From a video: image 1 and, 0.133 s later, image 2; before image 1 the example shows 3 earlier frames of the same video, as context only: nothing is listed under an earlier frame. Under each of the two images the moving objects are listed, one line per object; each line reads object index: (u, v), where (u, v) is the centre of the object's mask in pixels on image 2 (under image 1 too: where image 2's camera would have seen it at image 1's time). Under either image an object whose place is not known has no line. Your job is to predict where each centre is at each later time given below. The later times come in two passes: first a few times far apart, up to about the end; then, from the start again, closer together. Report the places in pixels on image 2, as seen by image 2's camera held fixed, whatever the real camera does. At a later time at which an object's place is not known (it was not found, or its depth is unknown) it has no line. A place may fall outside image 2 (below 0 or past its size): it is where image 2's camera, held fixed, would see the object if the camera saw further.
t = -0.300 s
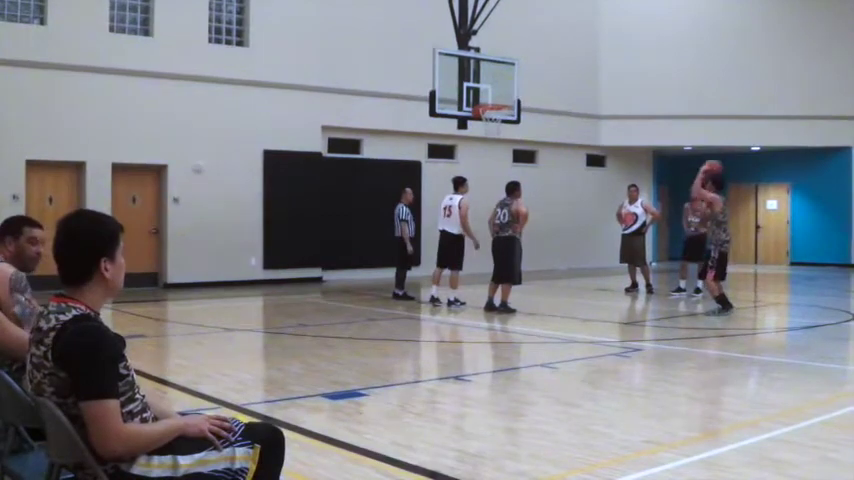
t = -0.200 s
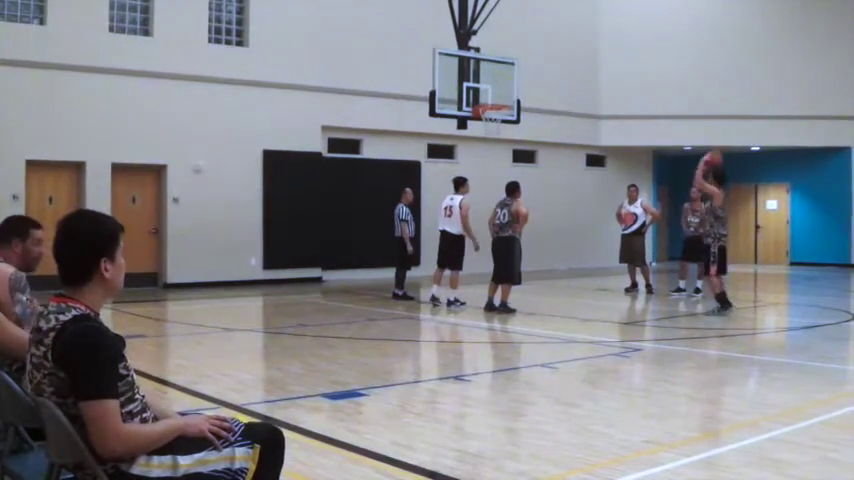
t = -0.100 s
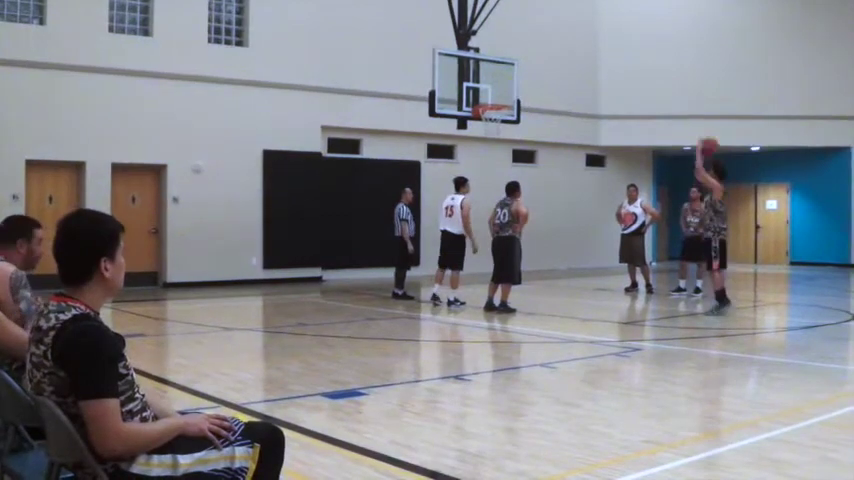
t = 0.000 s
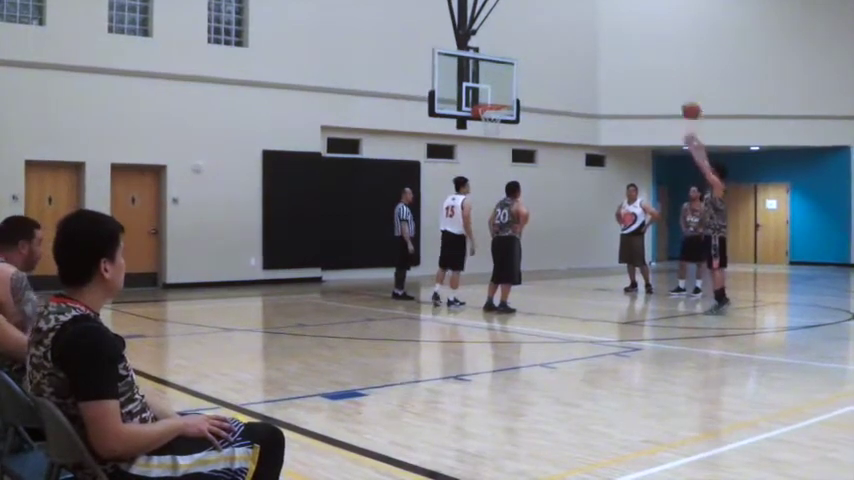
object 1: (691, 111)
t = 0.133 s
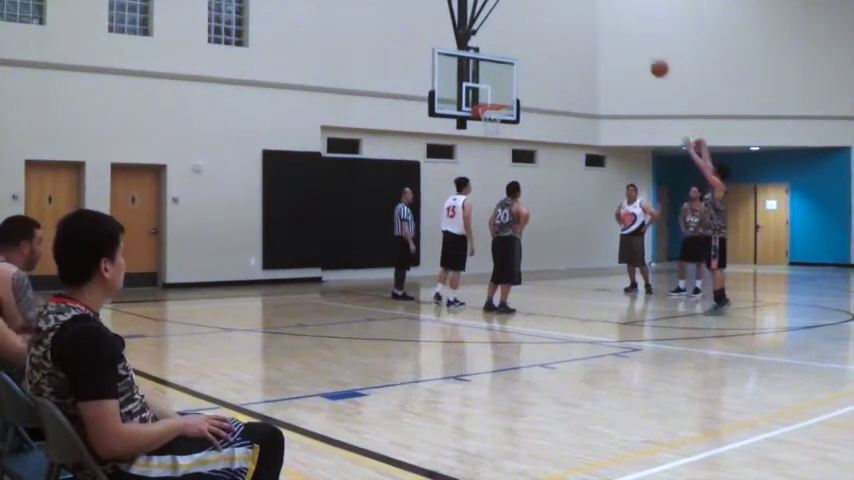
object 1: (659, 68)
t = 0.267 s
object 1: (630, 41)
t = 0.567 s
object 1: (572, 27)
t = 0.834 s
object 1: (528, 62)
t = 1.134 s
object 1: (487, 99)
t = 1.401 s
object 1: (479, 83)
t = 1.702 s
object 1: (478, 110)
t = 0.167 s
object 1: (652, 60)
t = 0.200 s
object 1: (644, 53)
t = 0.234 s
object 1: (638, 46)
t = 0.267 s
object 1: (630, 41)
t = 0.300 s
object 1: (624, 36)
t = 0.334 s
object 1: (616, 32)
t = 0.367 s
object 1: (610, 29)
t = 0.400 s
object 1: (603, 27)
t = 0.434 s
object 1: (597, 26)
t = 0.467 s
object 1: (591, 25)
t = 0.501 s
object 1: (584, 25)
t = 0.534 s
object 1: (579, 25)
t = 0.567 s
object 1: (572, 27)
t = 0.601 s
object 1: (567, 29)
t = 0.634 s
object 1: (561, 32)
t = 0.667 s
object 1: (555, 35)
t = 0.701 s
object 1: (549, 39)
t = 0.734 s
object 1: (544, 44)
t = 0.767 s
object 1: (538, 49)
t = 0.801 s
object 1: (533, 55)
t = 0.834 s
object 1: (528, 62)
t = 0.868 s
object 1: (523, 69)
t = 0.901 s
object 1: (518, 76)
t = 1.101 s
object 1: (491, 101)
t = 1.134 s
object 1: (487, 99)
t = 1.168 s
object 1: (485, 95)
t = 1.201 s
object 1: (484, 91)
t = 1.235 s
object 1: (482, 90)
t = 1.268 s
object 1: (479, 87)
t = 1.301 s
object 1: (479, 85)
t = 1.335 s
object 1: (479, 83)
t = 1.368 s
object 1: (479, 83)
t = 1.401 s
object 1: (479, 83)
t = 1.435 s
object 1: (479, 83)
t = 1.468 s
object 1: (479, 83)
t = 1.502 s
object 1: (478, 84)
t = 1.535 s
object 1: (478, 87)
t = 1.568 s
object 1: (478, 88)
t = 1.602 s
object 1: (477, 95)
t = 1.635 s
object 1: (478, 96)
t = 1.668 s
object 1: (478, 104)
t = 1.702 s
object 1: (478, 110)
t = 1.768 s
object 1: (477, 118)
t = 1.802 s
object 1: (476, 132)
